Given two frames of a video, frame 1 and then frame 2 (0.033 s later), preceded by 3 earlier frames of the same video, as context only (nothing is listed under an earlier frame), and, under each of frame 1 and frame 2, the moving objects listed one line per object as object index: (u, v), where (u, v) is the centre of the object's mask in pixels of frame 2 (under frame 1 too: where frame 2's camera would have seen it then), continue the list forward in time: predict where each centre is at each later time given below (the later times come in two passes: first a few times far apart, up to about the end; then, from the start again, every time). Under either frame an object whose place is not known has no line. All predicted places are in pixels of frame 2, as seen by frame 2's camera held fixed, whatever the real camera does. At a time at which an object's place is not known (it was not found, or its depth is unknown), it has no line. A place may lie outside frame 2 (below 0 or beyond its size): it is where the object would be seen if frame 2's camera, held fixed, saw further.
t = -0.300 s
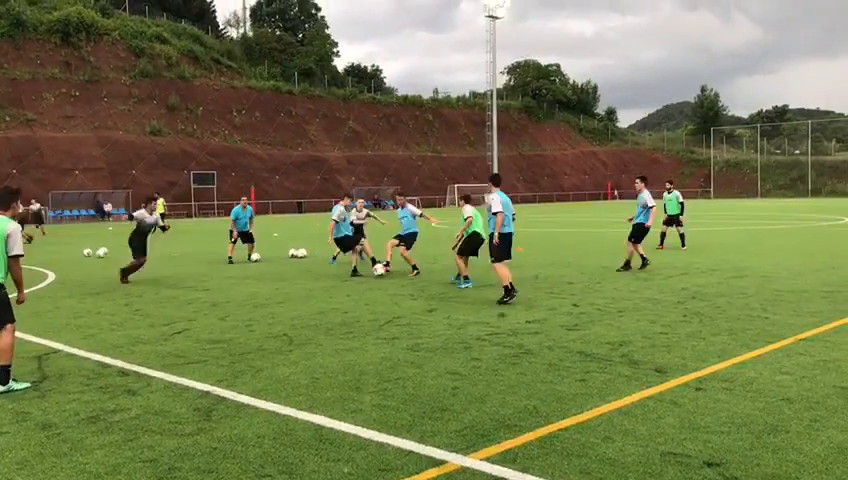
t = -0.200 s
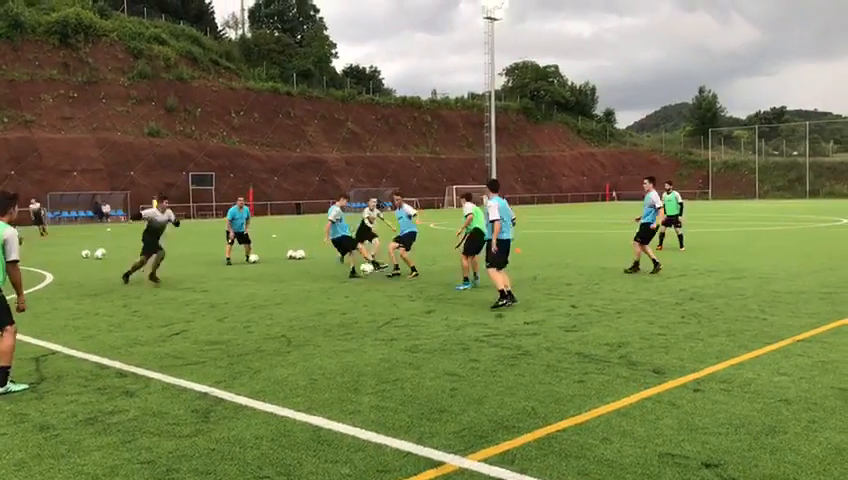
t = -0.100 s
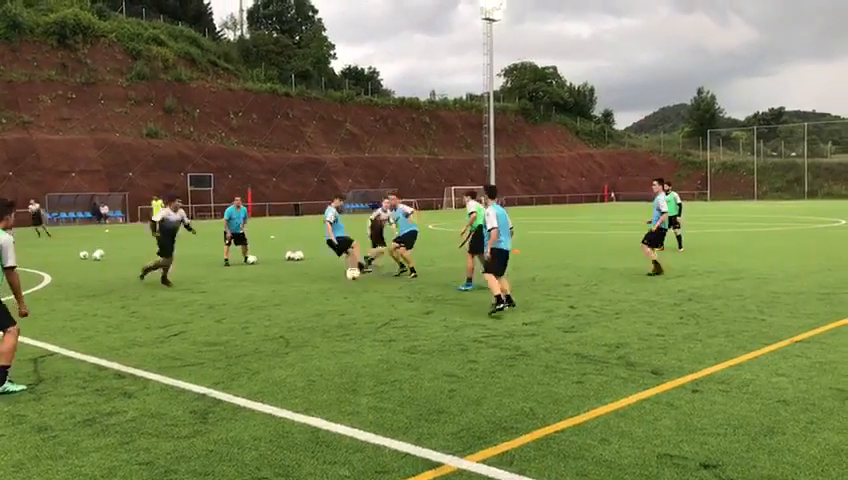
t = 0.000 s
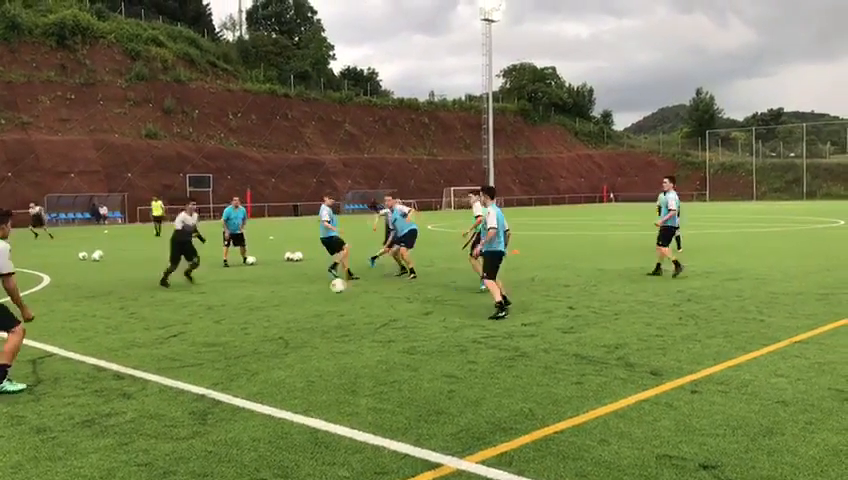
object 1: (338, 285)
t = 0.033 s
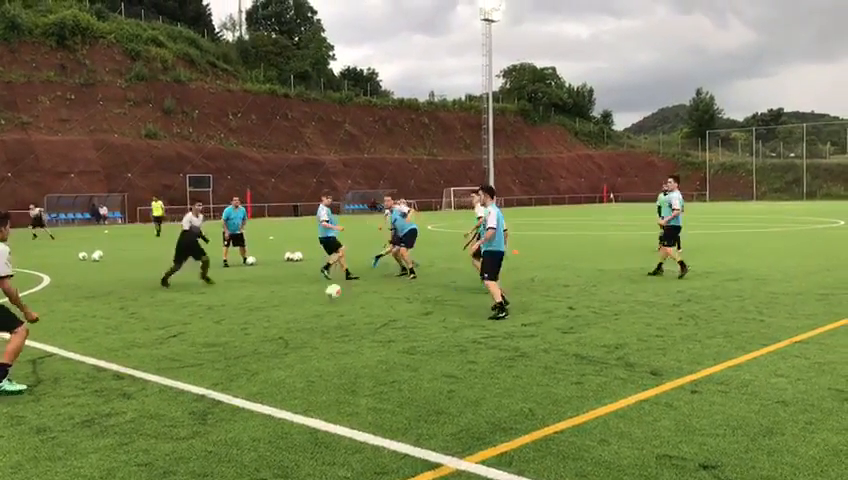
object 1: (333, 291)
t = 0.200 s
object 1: (308, 297)
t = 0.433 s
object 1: (266, 329)
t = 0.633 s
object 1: (227, 335)
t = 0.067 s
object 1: (328, 298)
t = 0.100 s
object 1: (323, 298)
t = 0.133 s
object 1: (319, 297)
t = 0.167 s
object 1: (313, 296)
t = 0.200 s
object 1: (308, 297)
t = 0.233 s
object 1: (302, 298)
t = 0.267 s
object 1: (297, 300)
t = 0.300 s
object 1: (291, 304)
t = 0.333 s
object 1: (285, 308)
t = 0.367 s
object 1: (279, 314)
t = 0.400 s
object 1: (273, 320)
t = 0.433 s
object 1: (266, 329)
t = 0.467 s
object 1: (260, 328)
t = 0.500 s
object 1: (254, 327)
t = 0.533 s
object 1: (247, 327)
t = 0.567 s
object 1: (240, 329)
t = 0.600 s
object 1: (233, 331)
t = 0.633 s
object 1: (227, 335)
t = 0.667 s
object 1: (219, 340)
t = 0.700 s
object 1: (211, 347)
